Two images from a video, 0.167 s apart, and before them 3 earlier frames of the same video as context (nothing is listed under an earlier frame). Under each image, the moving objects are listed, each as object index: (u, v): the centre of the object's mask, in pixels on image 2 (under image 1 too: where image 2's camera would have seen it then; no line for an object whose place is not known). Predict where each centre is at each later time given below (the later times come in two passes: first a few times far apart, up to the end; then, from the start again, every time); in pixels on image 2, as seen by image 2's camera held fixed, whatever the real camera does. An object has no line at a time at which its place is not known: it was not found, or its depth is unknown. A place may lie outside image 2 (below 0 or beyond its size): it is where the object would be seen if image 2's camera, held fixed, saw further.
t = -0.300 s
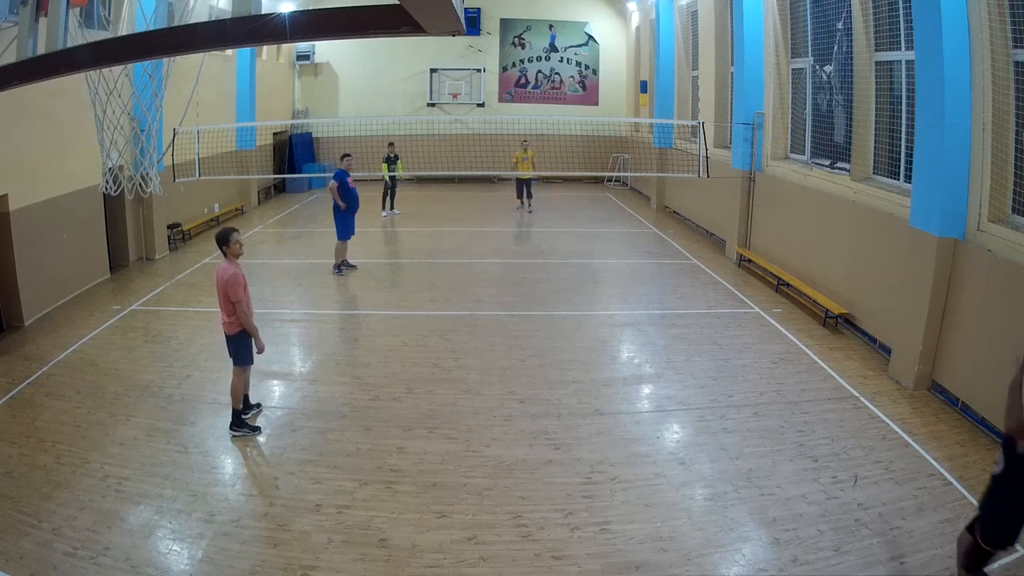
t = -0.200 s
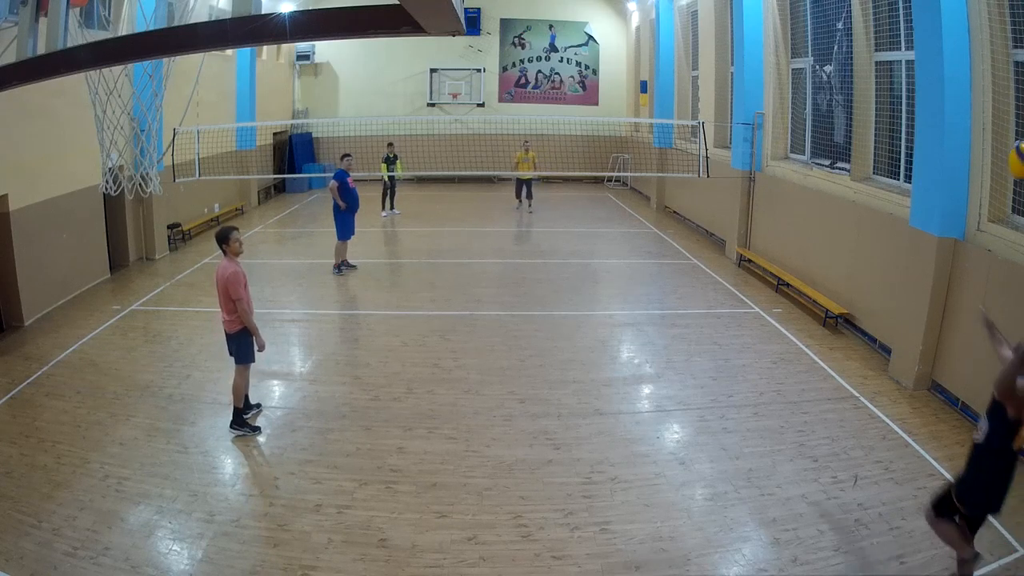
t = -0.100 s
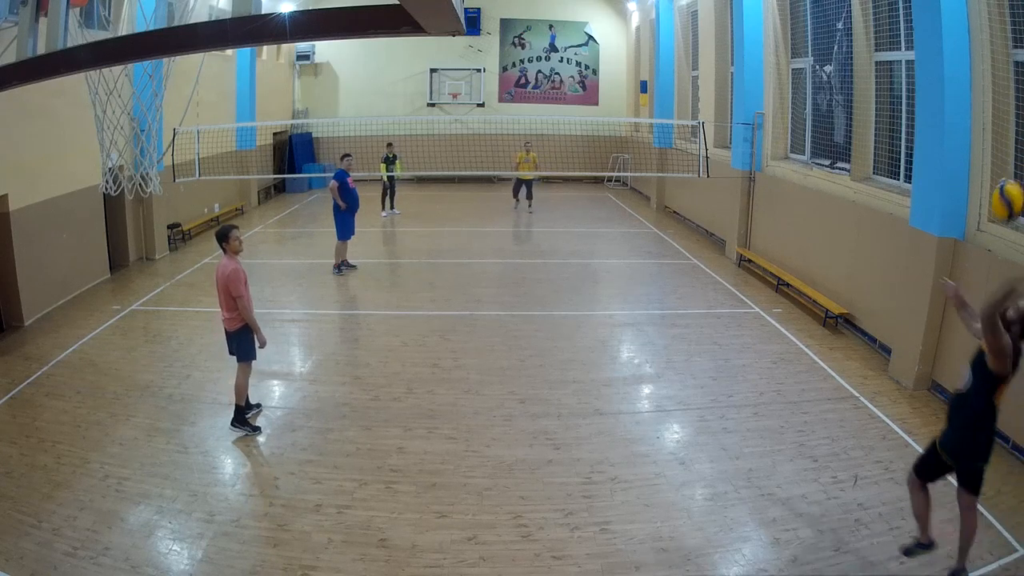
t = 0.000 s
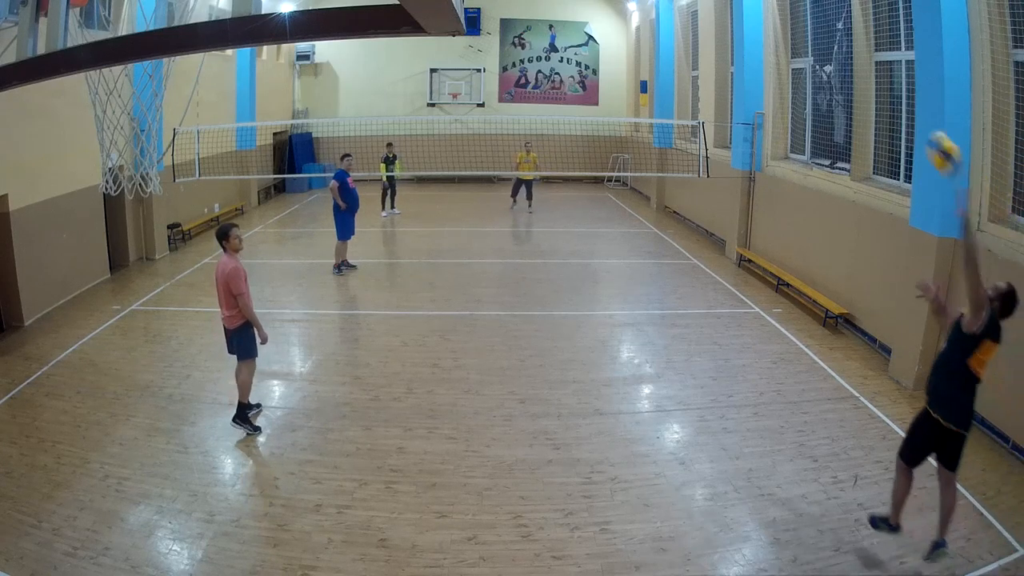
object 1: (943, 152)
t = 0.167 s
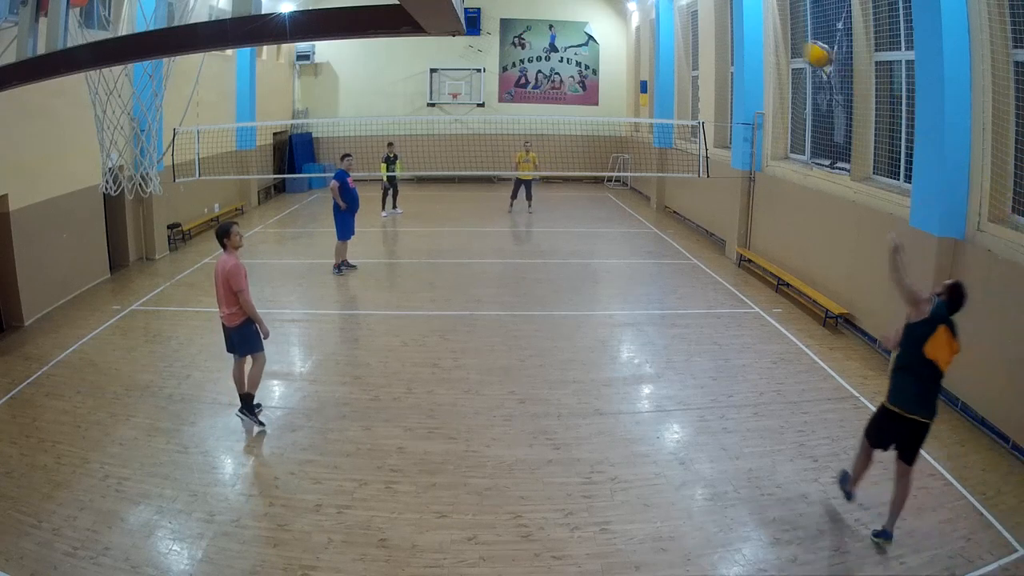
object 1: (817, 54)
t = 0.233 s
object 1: (779, 38)
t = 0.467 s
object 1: (689, 33)
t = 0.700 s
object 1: (636, 70)
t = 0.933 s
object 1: (600, 129)
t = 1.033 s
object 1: (589, 159)
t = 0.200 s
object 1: (797, 45)
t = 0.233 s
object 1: (779, 38)
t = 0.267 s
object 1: (763, 34)
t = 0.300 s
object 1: (746, 30)
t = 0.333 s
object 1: (733, 28)
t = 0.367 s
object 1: (721, 28)
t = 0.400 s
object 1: (711, 29)
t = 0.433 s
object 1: (699, 32)
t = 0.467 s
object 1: (689, 33)
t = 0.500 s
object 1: (680, 36)
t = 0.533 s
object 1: (671, 42)
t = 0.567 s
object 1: (663, 47)
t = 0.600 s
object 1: (656, 52)
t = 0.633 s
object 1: (648, 58)
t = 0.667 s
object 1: (642, 64)
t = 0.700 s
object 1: (636, 70)
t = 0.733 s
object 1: (629, 78)
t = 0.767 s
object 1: (623, 87)
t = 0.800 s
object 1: (617, 95)
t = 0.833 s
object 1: (613, 103)
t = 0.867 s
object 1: (609, 111)
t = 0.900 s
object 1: (604, 120)
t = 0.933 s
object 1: (600, 129)
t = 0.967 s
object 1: (595, 141)
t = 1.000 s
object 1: (593, 150)
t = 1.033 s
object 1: (589, 159)
